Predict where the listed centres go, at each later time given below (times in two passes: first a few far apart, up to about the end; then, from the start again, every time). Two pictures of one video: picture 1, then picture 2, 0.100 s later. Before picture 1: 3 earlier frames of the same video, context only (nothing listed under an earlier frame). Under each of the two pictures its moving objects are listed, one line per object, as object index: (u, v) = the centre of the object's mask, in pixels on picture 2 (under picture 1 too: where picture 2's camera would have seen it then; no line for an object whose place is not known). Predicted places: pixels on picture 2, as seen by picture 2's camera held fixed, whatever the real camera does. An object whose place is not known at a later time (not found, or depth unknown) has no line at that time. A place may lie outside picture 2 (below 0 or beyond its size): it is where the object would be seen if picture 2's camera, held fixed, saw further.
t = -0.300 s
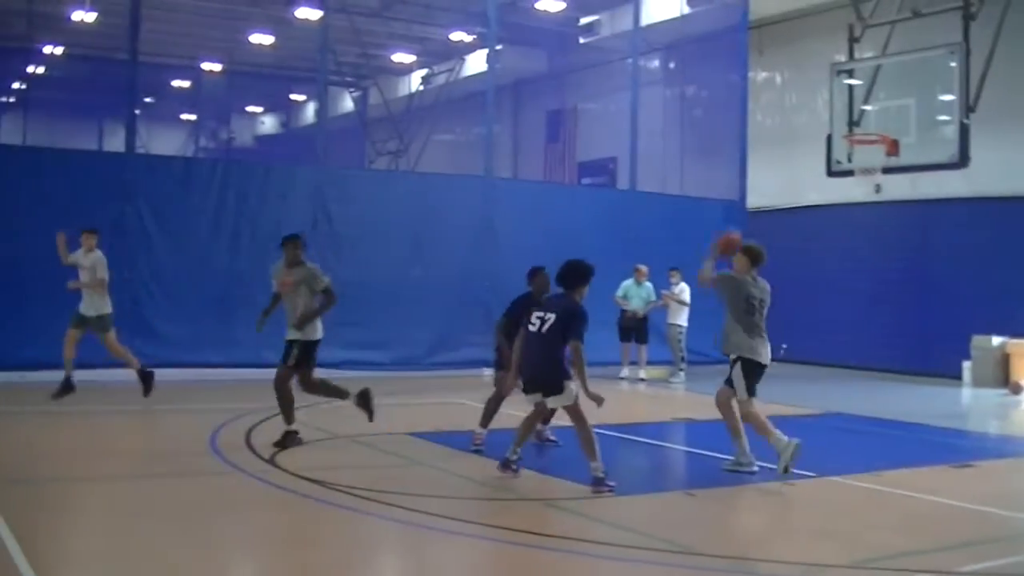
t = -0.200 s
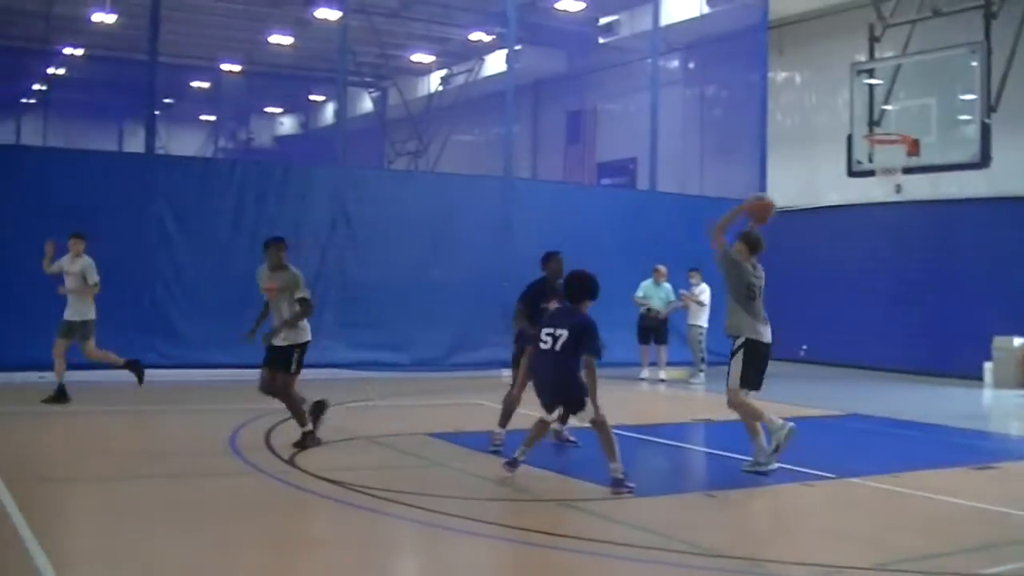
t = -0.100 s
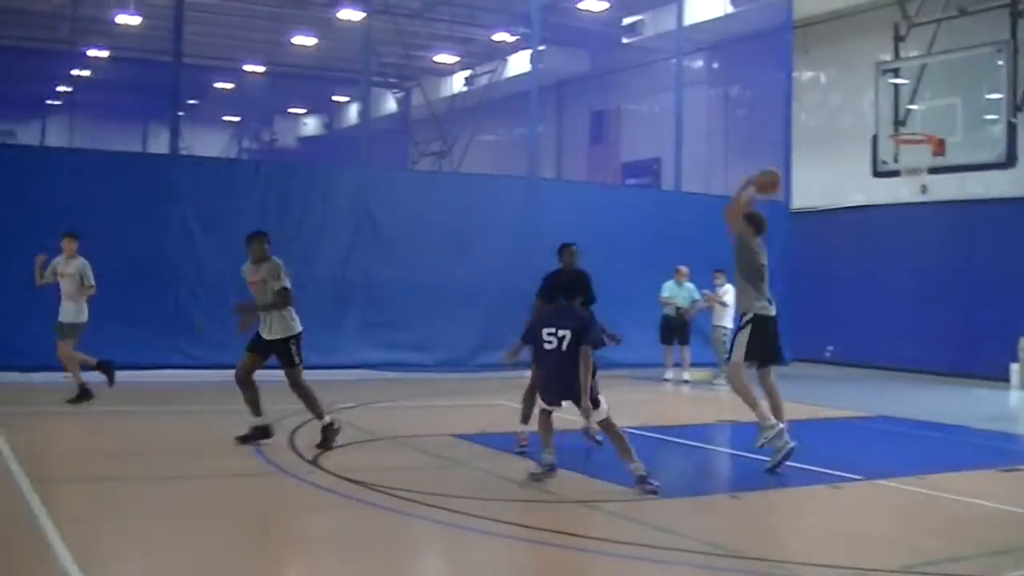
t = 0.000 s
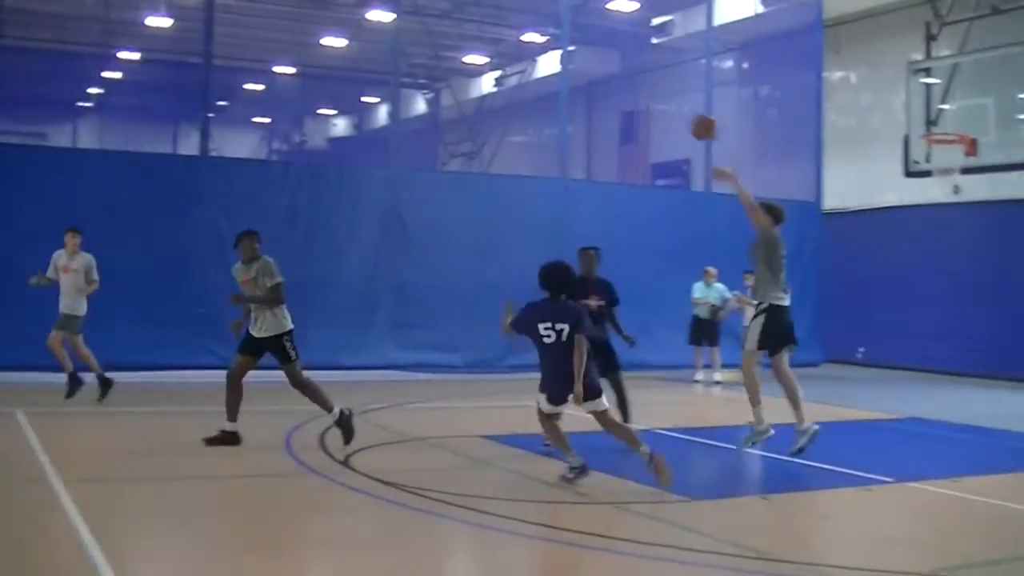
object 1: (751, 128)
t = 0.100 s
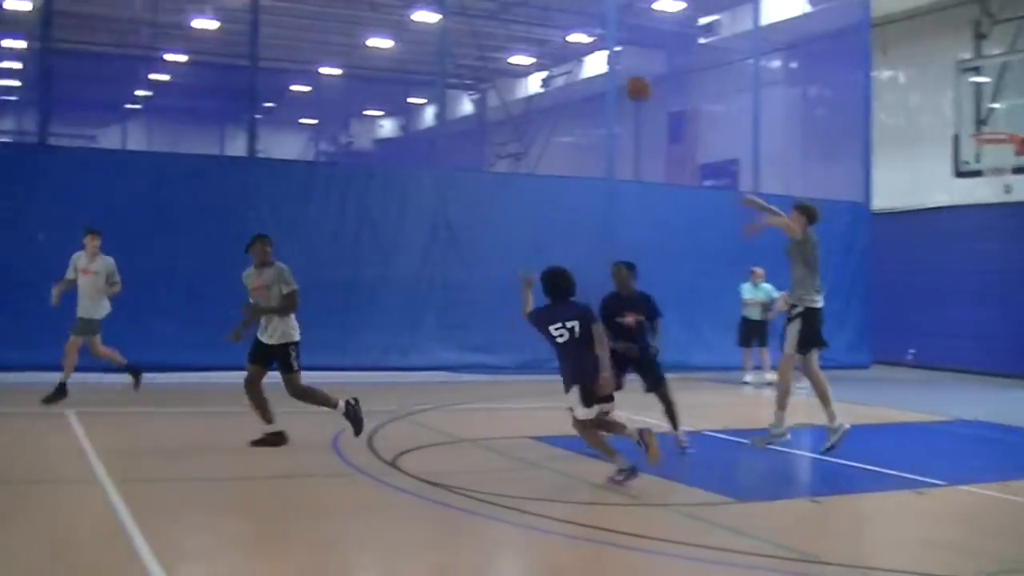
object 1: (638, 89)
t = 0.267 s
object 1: (463, 55)
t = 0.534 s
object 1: (216, 76)
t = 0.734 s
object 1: (46, 138)
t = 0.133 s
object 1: (602, 79)
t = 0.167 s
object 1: (566, 70)
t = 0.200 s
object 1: (531, 64)
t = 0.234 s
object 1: (498, 60)
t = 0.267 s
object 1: (463, 55)
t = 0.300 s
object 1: (431, 54)
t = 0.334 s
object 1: (402, 54)
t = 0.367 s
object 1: (367, 55)
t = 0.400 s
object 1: (341, 56)
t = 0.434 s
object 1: (306, 59)
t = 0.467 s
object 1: (277, 63)
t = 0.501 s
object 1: (245, 69)
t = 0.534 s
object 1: (216, 76)
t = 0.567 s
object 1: (188, 83)
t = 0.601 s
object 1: (161, 92)
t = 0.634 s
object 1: (129, 103)
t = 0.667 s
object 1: (102, 112)
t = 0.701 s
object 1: (75, 125)
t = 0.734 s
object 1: (46, 138)
